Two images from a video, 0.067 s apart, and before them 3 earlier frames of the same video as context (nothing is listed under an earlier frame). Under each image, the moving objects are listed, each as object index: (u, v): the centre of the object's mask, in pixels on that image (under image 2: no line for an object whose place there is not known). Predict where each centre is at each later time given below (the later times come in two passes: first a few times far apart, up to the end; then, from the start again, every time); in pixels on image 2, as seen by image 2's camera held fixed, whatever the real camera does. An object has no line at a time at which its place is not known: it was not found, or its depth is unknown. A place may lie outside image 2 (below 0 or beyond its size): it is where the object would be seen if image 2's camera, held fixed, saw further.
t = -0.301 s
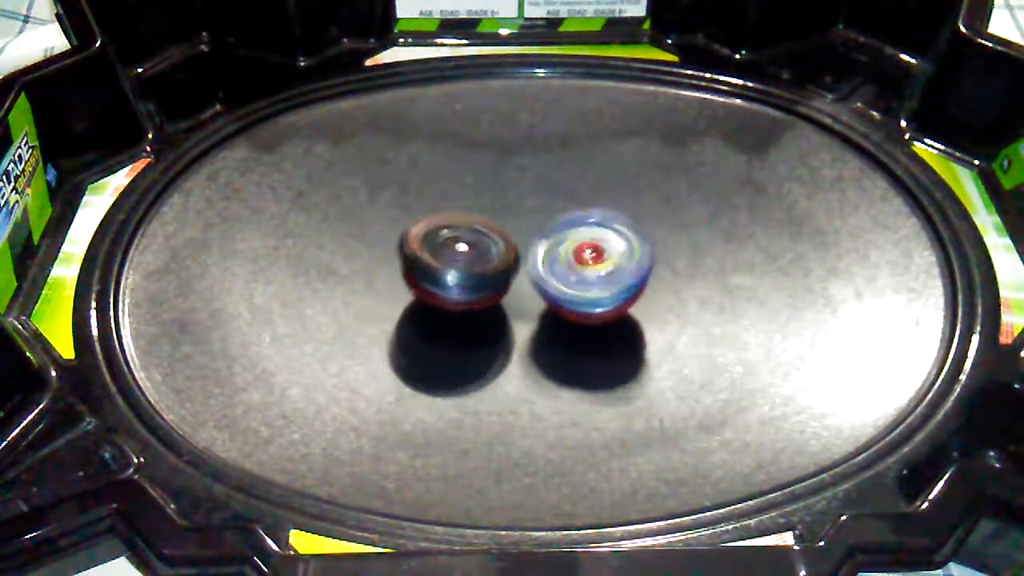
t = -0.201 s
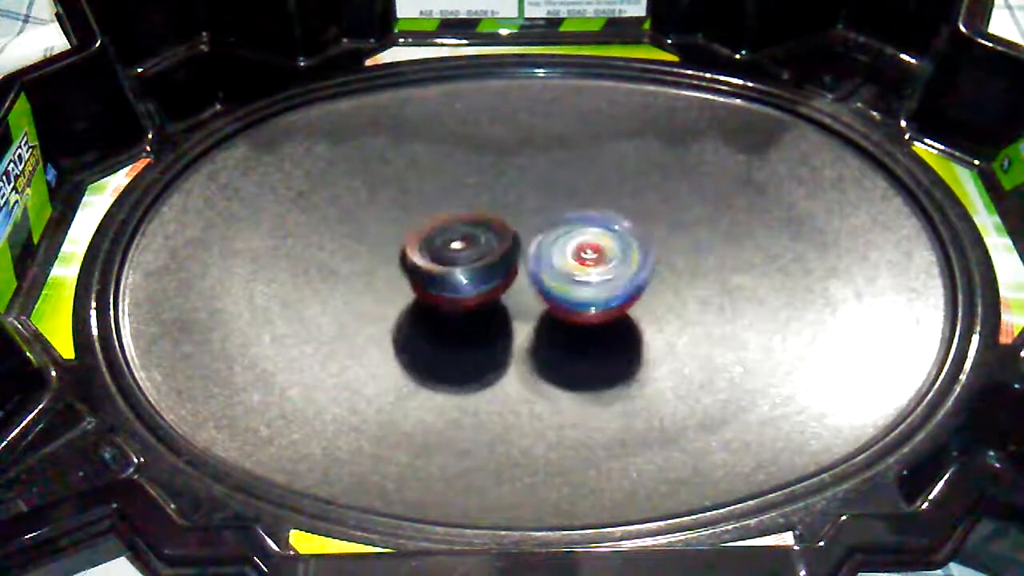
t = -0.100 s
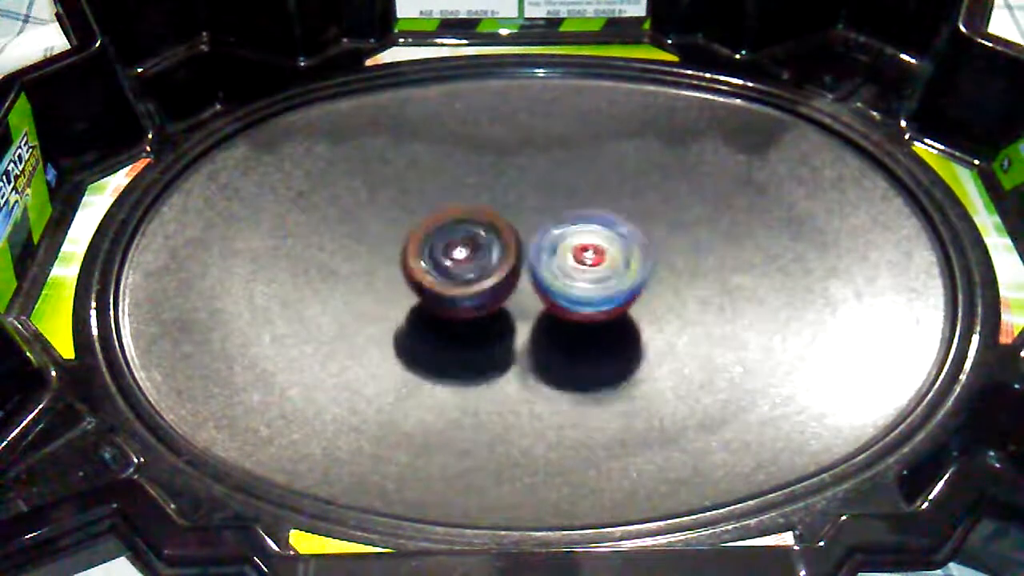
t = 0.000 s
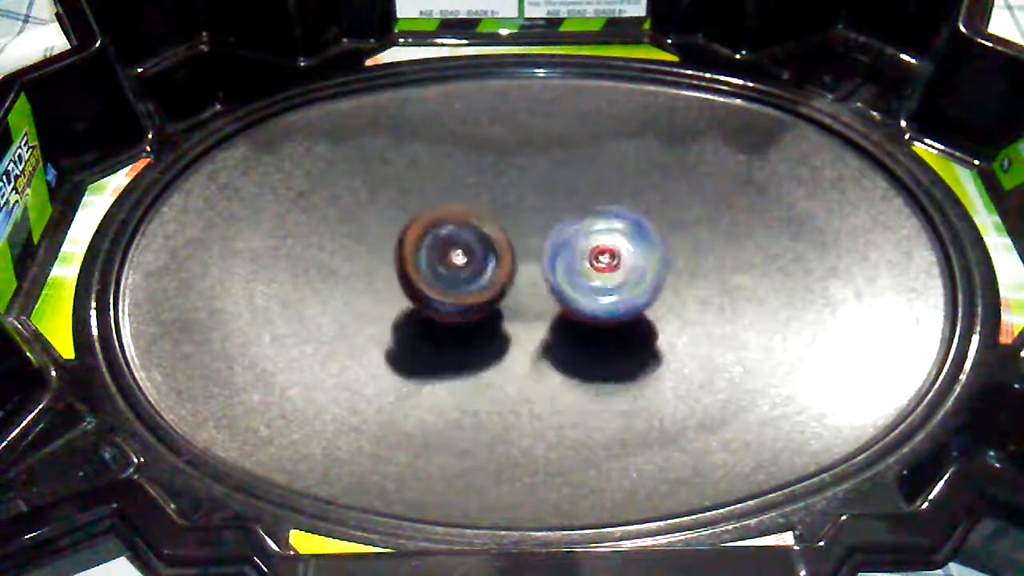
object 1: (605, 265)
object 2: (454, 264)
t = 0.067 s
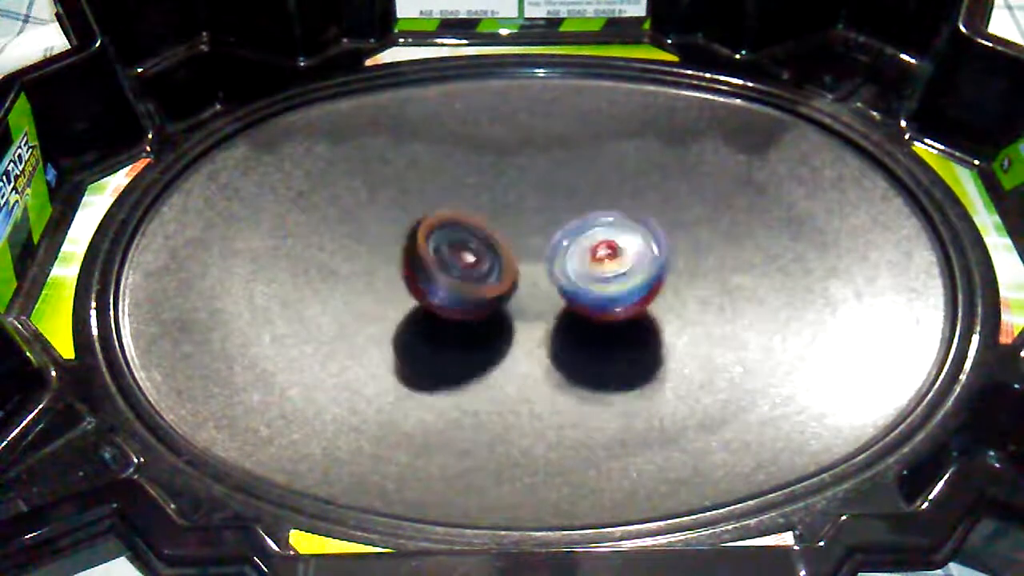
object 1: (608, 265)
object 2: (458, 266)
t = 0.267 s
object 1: (603, 270)
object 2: (469, 266)
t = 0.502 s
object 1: (591, 258)
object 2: (443, 253)
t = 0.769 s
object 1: (580, 242)
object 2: (437, 266)
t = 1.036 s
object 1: (584, 248)
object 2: (463, 279)
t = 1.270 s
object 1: (591, 251)
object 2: (464, 273)
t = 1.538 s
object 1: (589, 265)
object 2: (469, 271)
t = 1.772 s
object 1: (586, 270)
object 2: (456, 272)
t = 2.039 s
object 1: (601, 276)
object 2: (461, 265)
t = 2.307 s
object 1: (569, 304)
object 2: (457, 267)
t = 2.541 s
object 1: (559, 307)
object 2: (451, 266)
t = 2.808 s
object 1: (559, 307)
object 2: (450, 266)
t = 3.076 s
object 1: (559, 307)
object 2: (451, 266)
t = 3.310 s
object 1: (559, 307)
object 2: (451, 266)
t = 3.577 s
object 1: (559, 307)
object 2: (451, 266)
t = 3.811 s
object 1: (559, 308)
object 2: (451, 267)
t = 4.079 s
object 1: (559, 308)
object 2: (451, 267)
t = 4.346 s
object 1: (559, 308)
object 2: (451, 267)
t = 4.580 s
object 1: (559, 308)
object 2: (451, 267)
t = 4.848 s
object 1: (559, 308)
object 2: (451, 267)
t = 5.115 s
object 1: (559, 308)
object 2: (451, 267)
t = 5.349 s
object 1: (559, 308)
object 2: (451, 267)
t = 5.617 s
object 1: (559, 307)
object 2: (451, 267)
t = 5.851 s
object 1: (559, 307)
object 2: (451, 267)
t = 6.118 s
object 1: (559, 308)
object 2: (451, 267)
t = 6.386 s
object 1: (559, 308)
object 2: (451, 267)
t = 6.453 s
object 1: (559, 308)
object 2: (451, 267)
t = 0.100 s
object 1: (612, 265)
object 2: (459, 266)
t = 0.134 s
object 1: (611, 265)
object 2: (458, 266)
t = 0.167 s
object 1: (612, 266)
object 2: (458, 266)
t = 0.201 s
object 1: (615, 268)
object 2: (460, 267)
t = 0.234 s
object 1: (611, 270)
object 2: (464, 268)
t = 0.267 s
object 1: (603, 270)
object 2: (469, 266)
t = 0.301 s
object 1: (596, 269)
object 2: (471, 263)
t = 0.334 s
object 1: (592, 267)
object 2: (471, 262)
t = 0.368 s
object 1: (592, 267)
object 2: (467, 262)
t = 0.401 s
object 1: (586, 265)
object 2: (465, 261)
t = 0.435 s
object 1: (585, 262)
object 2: (458, 259)
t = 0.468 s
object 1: (588, 261)
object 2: (450, 256)
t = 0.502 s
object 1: (591, 258)
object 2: (443, 253)
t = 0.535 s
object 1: (591, 256)
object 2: (438, 255)
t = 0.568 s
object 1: (590, 252)
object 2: (435, 254)
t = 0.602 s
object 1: (590, 248)
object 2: (432, 255)
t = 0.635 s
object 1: (590, 248)
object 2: (430, 257)
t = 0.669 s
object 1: (588, 246)
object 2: (431, 257)
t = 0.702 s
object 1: (583, 245)
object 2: (431, 260)
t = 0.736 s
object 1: (582, 242)
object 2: (433, 264)
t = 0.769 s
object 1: (580, 242)
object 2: (437, 266)
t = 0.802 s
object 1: (575, 242)
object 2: (444, 269)
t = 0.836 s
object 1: (572, 242)
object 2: (450, 270)
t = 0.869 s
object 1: (570, 242)
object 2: (452, 269)
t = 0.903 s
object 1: (572, 242)
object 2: (452, 271)
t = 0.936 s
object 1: (574, 244)
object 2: (454, 271)
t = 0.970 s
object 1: (577, 246)
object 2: (456, 273)
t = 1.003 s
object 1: (581, 248)
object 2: (458, 276)
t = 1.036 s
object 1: (584, 248)
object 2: (463, 279)
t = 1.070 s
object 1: (587, 246)
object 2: (464, 279)
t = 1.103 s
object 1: (589, 246)
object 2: (465, 279)
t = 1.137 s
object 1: (589, 246)
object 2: (464, 276)
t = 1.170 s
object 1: (589, 248)
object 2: (462, 278)
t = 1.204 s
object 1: (589, 248)
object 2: (461, 277)
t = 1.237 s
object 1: (589, 249)
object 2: (462, 274)
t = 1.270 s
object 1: (591, 251)
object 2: (464, 273)
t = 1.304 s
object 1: (591, 253)
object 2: (464, 272)
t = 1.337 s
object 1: (593, 255)
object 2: (461, 271)
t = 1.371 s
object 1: (592, 257)
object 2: (460, 269)
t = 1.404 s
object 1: (591, 258)
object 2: (461, 269)
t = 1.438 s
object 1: (592, 259)
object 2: (463, 269)
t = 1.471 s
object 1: (593, 261)
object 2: (466, 271)
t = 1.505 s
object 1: (591, 263)
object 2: (468, 271)
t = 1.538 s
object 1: (589, 265)
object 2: (469, 271)
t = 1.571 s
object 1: (588, 267)
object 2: (468, 272)
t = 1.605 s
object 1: (589, 268)
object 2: (463, 273)
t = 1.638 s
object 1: (593, 269)
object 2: (459, 273)
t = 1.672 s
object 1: (595, 269)
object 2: (457, 272)
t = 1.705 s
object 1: (593, 270)
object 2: (455, 273)
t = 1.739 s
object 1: (589, 271)
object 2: (454, 274)
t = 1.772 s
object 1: (586, 270)
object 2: (456, 272)
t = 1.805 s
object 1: (583, 271)
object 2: (461, 272)
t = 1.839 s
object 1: (587, 274)
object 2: (461, 270)
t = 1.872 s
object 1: (590, 274)
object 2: (461, 268)
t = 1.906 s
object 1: (592, 275)
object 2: (465, 267)
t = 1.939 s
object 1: (593, 274)
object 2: (470, 266)
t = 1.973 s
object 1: (592, 275)
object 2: (470, 264)
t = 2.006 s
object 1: (598, 275)
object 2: (466, 263)
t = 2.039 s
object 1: (601, 276)
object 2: (461, 265)
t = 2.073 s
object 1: (603, 278)
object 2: (457, 266)
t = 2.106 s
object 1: (600, 280)
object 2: (456, 268)
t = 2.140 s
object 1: (595, 282)
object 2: (456, 268)
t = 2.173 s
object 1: (588, 284)
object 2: (457, 269)
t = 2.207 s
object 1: (580, 289)
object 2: (458, 269)
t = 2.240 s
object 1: (576, 291)
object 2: (458, 267)
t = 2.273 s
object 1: (572, 298)
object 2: (457, 268)
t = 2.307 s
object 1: (569, 304)
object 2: (457, 267)
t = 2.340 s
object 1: (564, 306)
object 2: (456, 267)
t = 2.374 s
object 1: (562, 308)
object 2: (455, 267)
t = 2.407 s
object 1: (561, 308)
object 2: (455, 266)
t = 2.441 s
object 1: (560, 307)
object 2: (454, 266)
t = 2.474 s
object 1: (560, 307)
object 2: (453, 266)
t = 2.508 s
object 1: (560, 307)
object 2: (452, 266)
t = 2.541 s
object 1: (559, 307)
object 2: (451, 266)
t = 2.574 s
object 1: (558, 307)
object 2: (450, 266)
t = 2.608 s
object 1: (559, 307)
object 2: (450, 266)
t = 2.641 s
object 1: (559, 307)
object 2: (451, 266)
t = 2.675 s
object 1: (559, 307)
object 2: (451, 266)
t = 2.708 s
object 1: (559, 307)
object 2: (451, 266)
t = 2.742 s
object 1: (559, 307)
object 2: (450, 266)
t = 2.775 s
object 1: (559, 307)
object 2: (451, 266)
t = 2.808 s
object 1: (559, 307)
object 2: (450, 266)
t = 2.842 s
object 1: (559, 307)
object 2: (450, 266)
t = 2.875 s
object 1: (559, 307)
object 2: (451, 266)
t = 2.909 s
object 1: (559, 307)
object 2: (451, 266)
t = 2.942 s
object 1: (559, 307)
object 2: (451, 266)
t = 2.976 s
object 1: (559, 307)
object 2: (451, 266)
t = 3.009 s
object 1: (559, 307)
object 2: (451, 266)
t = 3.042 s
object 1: (559, 307)
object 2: (451, 266)
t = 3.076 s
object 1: (559, 307)
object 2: (451, 266)
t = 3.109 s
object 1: (559, 307)
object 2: (451, 266)
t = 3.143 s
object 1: (559, 307)
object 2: (451, 266)
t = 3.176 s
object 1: (559, 307)
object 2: (451, 266)
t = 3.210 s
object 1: (559, 307)
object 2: (451, 266)
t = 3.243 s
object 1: (559, 307)
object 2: (451, 266)
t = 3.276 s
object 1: (559, 307)
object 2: (451, 266)
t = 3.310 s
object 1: (559, 307)
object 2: (451, 266)
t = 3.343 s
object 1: (559, 307)
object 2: (451, 266)
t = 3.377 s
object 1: (559, 307)
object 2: (451, 266)
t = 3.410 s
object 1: (559, 307)
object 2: (451, 266)
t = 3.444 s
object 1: (559, 307)
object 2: (451, 266)
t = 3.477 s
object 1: (559, 307)
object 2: (451, 266)
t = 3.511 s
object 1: (559, 307)
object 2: (451, 266)
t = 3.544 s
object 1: (559, 307)
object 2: (451, 266)
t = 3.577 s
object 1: (559, 307)
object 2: (451, 266)
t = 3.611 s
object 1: (559, 307)
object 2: (451, 266)
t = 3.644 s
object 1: (559, 307)
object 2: (451, 266)
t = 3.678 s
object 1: (559, 307)
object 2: (451, 266)
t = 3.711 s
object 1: (559, 308)
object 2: (451, 267)
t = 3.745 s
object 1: (559, 308)
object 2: (451, 267)
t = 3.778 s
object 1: (559, 308)
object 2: (451, 267)
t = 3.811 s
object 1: (559, 308)
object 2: (451, 267)
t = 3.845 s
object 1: (559, 308)
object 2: (451, 267)
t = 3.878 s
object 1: (559, 308)
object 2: (451, 267)
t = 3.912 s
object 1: (559, 308)
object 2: (451, 267)
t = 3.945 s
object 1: (559, 308)
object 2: (451, 267)
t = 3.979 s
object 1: (559, 308)
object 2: (451, 267)
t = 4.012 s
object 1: (559, 308)
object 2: (451, 267)
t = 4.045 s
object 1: (559, 308)
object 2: (451, 267)
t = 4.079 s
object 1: (559, 308)
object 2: (451, 267)
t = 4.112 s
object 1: (559, 308)
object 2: (451, 267)
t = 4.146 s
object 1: (559, 308)
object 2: (451, 267)
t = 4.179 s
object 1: (559, 308)
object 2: (451, 267)
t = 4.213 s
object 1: (559, 308)
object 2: (451, 267)
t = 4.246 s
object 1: (559, 308)
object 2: (451, 267)
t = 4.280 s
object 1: (559, 308)
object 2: (451, 267)
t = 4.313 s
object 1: (559, 308)
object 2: (451, 267)
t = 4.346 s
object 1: (559, 308)
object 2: (451, 267)
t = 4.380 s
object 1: (559, 308)
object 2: (451, 267)
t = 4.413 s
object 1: (559, 308)
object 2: (451, 267)
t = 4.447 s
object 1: (559, 308)
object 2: (451, 267)
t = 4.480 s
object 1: (559, 308)
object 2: (451, 267)
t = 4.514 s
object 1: (559, 308)
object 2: (451, 267)
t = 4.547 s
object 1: (559, 308)
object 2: (451, 267)
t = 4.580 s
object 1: (559, 308)
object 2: (451, 267)
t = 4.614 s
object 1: (559, 308)
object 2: (451, 267)
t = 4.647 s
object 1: (559, 308)
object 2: (451, 267)
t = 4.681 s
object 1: (559, 308)
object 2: (451, 267)
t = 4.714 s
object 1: (559, 308)
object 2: (451, 267)
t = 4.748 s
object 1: (559, 308)
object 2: (451, 267)
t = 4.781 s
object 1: (559, 308)
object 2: (451, 267)
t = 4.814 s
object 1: (559, 308)
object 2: (451, 267)
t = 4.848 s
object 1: (559, 308)
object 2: (451, 267)
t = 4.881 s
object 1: (559, 308)
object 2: (451, 267)
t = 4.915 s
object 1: (559, 308)
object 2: (451, 267)
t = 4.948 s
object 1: (559, 308)
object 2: (451, 267)
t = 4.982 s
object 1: (559, 308)
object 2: (451, 267)
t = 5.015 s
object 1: (559, 308)
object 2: (451, 267)
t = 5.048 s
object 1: (559, 308)
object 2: (451, 267)
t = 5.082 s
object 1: (559, 308)
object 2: (451, 267)
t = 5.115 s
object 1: (559, 308)
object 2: (451, 267)
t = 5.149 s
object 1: (559, 308)
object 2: (451, 267)
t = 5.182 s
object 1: (559, 308)
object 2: (451, 267)
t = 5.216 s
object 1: (559, 308)
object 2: (451, 267)
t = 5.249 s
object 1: (559, 308)
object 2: (451, 267)
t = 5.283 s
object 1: (559, 308)
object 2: (451, 267)
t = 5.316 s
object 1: (559, 308)
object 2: (451, 267)
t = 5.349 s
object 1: (559, 308)
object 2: (451, 267)
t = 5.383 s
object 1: (559, 308)
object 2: (451, 267)
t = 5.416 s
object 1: (559, 308)
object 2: (451, 267)
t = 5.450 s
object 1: (559, 308)
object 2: (451, 267)
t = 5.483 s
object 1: (559, 307)
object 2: (451, 267)
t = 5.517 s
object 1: (559, 307)
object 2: (451, 267)
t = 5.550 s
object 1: (559, 308)
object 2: (451, 267)
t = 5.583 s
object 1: (559, 307)
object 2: (451, 267)
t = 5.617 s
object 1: (559, 307)
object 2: (451, 267)
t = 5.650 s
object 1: (559, 308)
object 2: (451, 267)
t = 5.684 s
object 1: (559, 307)
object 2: (451, 267)
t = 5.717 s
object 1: (559, 307)
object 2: (451, 267)
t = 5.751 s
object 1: (559, 307)
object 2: (451, 267)
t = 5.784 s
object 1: (559, 307)
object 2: (451, 267)
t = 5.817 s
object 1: (559, 307)
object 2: (451, 267)
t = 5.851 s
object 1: (559, 307)
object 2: (451, 267)
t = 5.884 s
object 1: (559, 308)
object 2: (451, 267)
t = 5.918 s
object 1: (559, 308)
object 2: (451, 267)
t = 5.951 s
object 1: (559, 308)
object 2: (451, 267)
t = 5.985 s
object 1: (559, 308)
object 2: (451, 267)
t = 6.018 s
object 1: (559, 308)
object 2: (451, 267)
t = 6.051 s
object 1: (559, 308)
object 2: (451, 267)
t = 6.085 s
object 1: (559, 308)
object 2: (451, 267)
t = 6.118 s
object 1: (559, 308)
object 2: (451, 267)
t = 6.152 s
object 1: (559, 308)
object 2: (451, 267)
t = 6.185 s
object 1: (559, 308)
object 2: (451, 267)
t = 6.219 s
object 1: (559, 307)
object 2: (451, 267)
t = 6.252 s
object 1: (559, 308)
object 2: (451, 267)
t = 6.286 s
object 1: (559, 307)
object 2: (451, 267)
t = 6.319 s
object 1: (559, 307)
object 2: (451, 267)
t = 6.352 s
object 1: (559, 308)
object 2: (451, 267)
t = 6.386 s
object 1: (559, 308)
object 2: (451, 267)
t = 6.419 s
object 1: (559, 308)
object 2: (451, 267)
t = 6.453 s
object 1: (559, 308)
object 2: (451, 267)
